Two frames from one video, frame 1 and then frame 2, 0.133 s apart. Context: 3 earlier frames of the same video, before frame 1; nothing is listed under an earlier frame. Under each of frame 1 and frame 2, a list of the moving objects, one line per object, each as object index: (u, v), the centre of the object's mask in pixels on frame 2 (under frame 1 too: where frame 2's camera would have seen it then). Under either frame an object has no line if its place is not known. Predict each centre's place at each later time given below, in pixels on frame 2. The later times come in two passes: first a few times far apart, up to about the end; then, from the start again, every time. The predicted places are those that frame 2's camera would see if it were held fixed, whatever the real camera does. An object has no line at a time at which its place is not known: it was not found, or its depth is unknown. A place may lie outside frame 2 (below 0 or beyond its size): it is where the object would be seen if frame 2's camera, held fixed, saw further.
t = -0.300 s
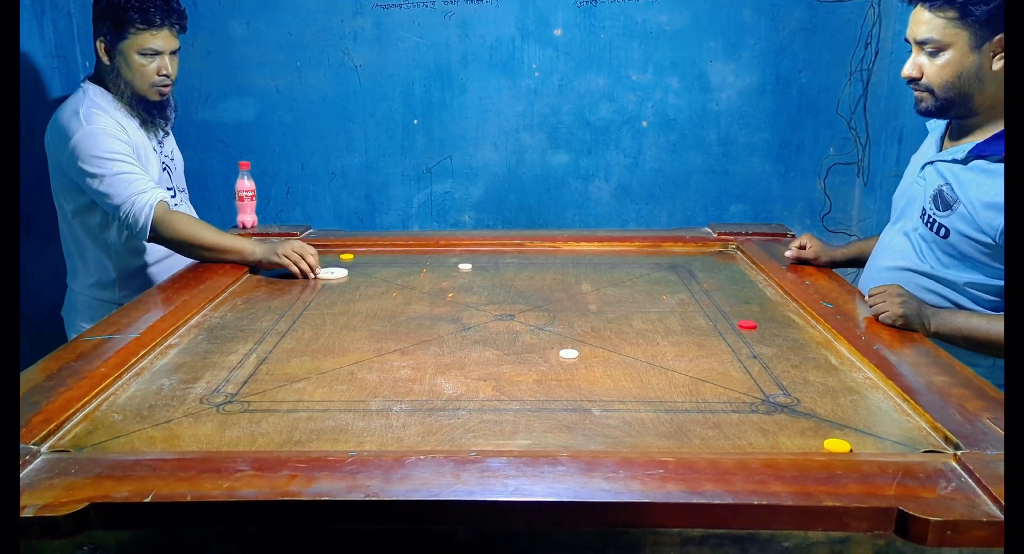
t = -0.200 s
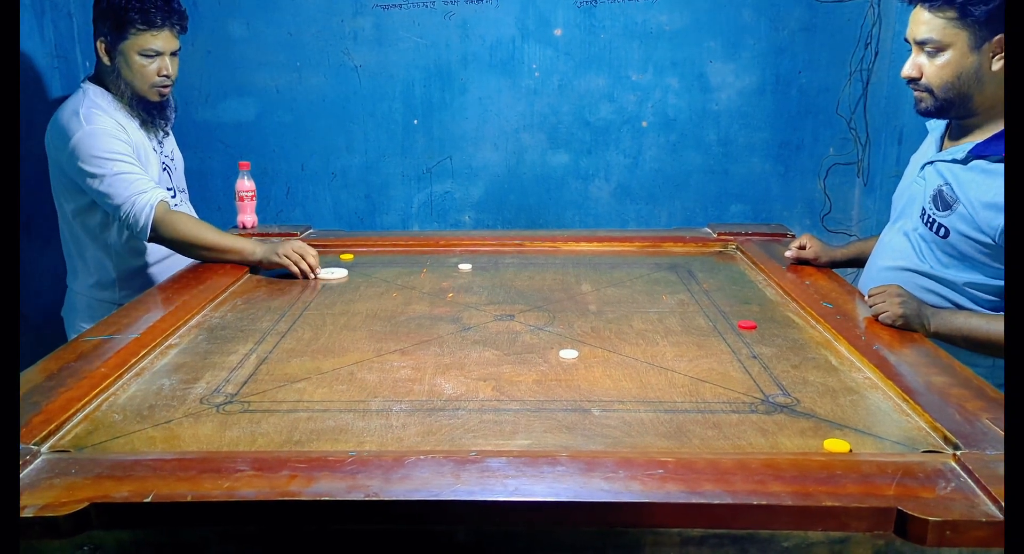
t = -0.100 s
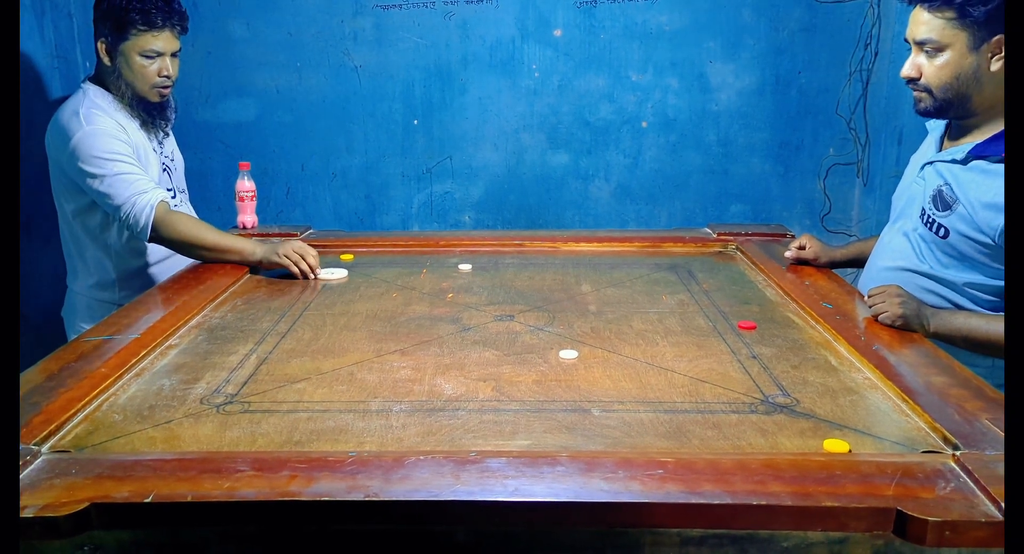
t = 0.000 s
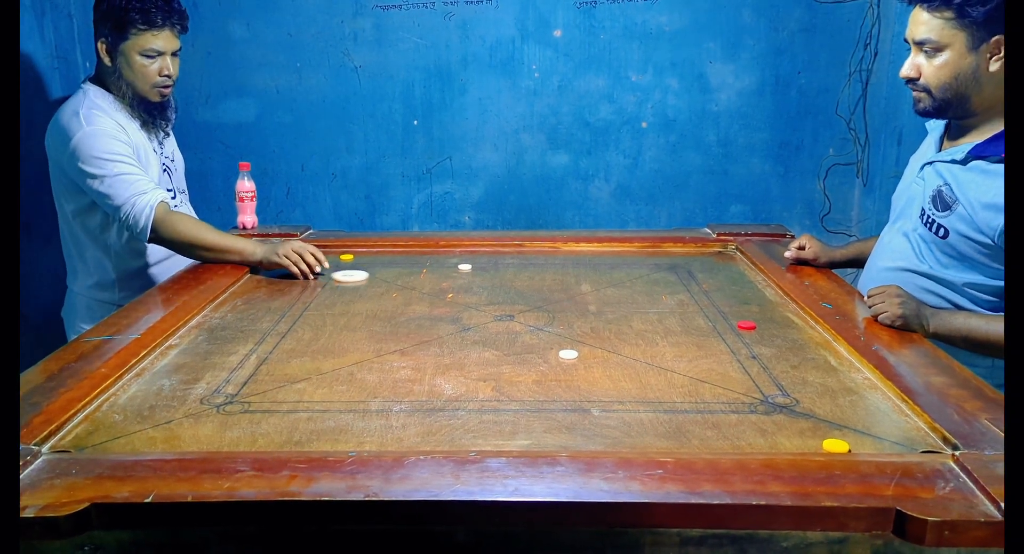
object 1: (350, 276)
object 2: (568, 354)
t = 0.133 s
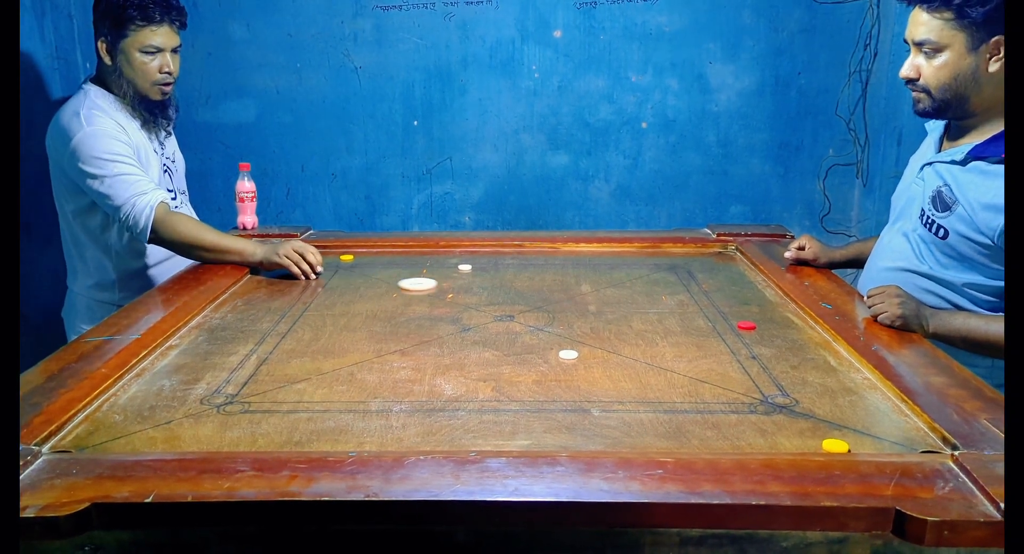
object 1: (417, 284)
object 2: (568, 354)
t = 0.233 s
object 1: (470, 290)
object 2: (568, 354)
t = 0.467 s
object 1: (597, 305)
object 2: (568, 354)
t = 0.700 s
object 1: (733, 321)
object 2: (568, 354)
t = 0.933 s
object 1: (771, 331)
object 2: (568, 354)
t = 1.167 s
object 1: (706, 338)
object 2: (568, 355)
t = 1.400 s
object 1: (645, 344)
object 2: (568, 354)
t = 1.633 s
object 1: (592, 349)
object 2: (560, 356)
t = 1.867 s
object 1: (554, 352)
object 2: (483, 371)
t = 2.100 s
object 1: (525, 354)
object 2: (410, 386)
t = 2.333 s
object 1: (506, 355)
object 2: (340, 399)
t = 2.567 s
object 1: (498, 356)
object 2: (277, 412)
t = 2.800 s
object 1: (496, 356)
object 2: (223, 423)
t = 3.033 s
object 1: (496, 357)
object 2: (173, 433)
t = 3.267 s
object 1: (497, 357)
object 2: (130, 441)
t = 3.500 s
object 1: (497, 357)
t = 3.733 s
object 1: (497, 357)
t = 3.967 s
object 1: (497, 357)
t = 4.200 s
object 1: (497, 357)
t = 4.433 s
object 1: (497, 357)
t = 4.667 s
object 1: (497, 357)
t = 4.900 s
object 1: (497, 357)
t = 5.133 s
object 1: (497, 357)
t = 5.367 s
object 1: (497, 357)
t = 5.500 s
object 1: (497, 357)
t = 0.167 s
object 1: (434, 285)
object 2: (568, 354)
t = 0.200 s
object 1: (452, 288)
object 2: (568, 354)
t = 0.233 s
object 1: (470, 290)
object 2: (568, 354)
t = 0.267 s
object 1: (487, 292)
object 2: (568, 354)
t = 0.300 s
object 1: (505, 294)
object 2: (568, 354)
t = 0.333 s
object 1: (523, 296)
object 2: (568, 354)
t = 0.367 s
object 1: (541, 298)
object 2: (568, 354)
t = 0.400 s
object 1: (560, 300)
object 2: (568, 354)
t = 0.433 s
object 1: (578, 303)
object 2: (568, 354)
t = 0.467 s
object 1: (597, 305)
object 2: (568, 354)
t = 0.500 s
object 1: (616, 307)
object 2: (568, 354)
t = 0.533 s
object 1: (636, 310)
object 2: (568, 354)
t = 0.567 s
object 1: (655, 312)
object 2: (568, 354)
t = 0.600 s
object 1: (675, 314)
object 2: (568, 354)
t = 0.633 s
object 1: (696, 317)
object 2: (568, 354)
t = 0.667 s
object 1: (716, 319)
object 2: (568, 354)
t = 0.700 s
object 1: (733, 321)
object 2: (568, 354)
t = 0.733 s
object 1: (750, 323)
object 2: (568, 354)
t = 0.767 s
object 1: (766, 324)
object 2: (568, 354)
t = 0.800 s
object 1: (783, 326)
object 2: (568, 354)
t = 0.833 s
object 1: (799, 328)
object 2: (568, 354)
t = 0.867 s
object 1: (791, 329)
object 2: (568, 354)
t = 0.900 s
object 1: (781, 330)
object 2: (568, 354)
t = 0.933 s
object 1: (771, 331)
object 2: (568, 354)
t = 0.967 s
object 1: (761, 332)
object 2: (568, 354)
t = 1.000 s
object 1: (752, 333)
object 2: (568, 354)
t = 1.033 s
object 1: (743, 334)
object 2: (568, 355)
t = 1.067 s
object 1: (733, 335)
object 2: (568, 355)
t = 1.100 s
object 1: (724, 336)
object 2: (568, 355)
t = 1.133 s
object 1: (714, 337)
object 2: (568, 355)
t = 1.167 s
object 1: (706, 338)
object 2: (568, 355)
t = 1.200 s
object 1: (697, 339)
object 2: (568, 355)
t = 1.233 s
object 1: (688, 340)
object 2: (568, 355)
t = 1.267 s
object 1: (679, 340)
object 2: (568, 354)
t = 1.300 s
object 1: (670, 341)
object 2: (568, 354)
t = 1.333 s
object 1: (662, 342)
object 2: (568, 354)
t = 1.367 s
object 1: (654, 343)
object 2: (568, 354)
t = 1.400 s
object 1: (645, 344)
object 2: (568, 354)
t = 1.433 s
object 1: (637, 345)
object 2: (568, 354)
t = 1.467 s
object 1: (629, 345)
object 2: (568, 354)
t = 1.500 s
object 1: (622, 346)
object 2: (568, 354)
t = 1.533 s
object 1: (614, 347)
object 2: (568, 354)
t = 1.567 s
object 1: (606, 348)
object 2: (568, 354)
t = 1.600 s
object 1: (598, 348)
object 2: (568, 354)
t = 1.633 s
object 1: (592, 349)
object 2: (560, 356)
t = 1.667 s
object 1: (586, 350)
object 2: (549, 358)
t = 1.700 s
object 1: (580, 350)
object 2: (538, 360)
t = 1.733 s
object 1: (575, 350)
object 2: (527, 362)
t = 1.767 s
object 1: (569, 351)
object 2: (516, 364)
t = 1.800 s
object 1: (564, 351)
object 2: (505, 367)
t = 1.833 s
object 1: (559, 352)
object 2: (494, 369)
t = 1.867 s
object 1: (554, 352)
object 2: (483, 371)
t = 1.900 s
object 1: (549, 352)
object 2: (473, 373)
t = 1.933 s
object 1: (545, 353)
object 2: (462, 375)
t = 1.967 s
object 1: (540, 353)
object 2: (452, 377)
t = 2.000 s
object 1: (536, 353)
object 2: (441, 379)
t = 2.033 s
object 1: (532, 353)
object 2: (431, 381)
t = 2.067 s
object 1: (528, 354)
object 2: (420, 383)
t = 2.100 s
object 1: (525, 354)
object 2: (410, 386)
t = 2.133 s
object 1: (522, 354)
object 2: (399, 387)
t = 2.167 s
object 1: (519, 354)
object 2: (389, 389)
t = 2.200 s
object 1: (516, 354)
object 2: (379, 391)
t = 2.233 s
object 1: (513, 355)
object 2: (369, 393)
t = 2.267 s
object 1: (510, 355)
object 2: (359, 395)
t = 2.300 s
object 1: (508, 355)
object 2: (350, 397)
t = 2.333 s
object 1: (506, 355)
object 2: (340, 399)
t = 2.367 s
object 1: (504, 355)
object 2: (331, 401)
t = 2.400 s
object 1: (503, 355)
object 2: (321, 403)
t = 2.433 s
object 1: (501, 355)
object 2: (312, 404)
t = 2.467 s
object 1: (500, 355)
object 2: (303, 407)
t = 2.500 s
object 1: (499, 356)
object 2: (294, 408)
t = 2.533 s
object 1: (498, 356)
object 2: (286, 410)
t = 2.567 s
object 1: (498, 356)
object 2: (277, 412)
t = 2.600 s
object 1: (497, 356)
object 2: (269, 414)
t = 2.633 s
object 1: (497, 356)
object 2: (261, 415)
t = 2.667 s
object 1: (497, 356)
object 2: (253, 417)
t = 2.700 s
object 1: (496, 356)
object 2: (245, 419)
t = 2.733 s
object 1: (496, 356)
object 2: (238, 420)
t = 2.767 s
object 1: (496, 356)
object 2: (230, 422)
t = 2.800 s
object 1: (496, 356)
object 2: (223, 423)
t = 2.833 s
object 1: (496, 356)
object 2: (215, 425)
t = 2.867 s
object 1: (496, 356)
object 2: (208, 426)
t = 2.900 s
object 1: (496, 357)
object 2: (200, 427)
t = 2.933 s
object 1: (496, 357)
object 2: (193, 429)
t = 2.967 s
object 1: (496, 357)
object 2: (186, 430)
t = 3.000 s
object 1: (496, 357)
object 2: (179, 432)
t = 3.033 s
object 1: (496, 357)
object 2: (173, 433)
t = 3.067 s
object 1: (496, 357)
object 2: (166, 434)
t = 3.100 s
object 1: (496, 357)
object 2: (159, 436)
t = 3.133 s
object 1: (496, 357)
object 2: (153, 437)
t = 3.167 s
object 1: (497, 357)
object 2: (147, 438)
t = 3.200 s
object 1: (497, 357)
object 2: (141, 439)
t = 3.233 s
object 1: (497, 357)
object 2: (136, 440)
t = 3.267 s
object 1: (497, 357)
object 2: (130, 441)
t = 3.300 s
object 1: (497, 357)
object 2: (125, 442)
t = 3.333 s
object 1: (497, 357)
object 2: (120, 443)
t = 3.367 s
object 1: (497, 357)
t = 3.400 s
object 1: (497, 357)
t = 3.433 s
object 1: (497, 357)
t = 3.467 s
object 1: (497, 357)
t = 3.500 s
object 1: (497, 357)
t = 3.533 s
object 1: (497, 357)
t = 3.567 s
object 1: (497, 357)
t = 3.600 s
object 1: (497, 357)
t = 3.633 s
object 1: (497, 357)
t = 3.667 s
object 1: (497, 357)
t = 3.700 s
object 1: (497, 357)
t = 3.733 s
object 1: (497, 357)
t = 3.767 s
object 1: (497, 357)
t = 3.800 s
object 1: (497, 357)
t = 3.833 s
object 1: (497, 357)
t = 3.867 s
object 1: (497, 357)
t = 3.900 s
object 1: (497, 357)
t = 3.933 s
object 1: (497, 357)
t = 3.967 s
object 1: (497, 357)
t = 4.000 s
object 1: (497, 357)
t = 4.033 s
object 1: (497, 357)
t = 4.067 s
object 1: (497, 357)
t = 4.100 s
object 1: (497, 357)
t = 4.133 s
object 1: (497, 357)
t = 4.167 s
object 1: (497, 357)
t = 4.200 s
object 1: (497, 357)
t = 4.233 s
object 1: (497, 357)
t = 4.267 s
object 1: (497, 357)
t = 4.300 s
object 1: (497, 357)
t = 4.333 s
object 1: (497, 357)
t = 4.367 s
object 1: (497, 357)
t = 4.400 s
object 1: (497, 357)
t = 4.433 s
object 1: (497, 357)
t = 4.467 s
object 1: (497, 357)
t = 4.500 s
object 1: (497, 357)
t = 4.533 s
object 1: (497, 357)
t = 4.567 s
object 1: (497, 357)
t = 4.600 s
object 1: (497, 357)
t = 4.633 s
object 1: (497, 357)
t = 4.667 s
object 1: (497, 357)
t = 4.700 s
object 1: (497, 357)
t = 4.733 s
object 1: (497, 357)
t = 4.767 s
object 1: (497, 357)
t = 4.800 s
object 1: (497, 357)
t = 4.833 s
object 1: (497, 357)
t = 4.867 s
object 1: (497, 357)
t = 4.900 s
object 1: (497, 357)
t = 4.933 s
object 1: (497, 357)
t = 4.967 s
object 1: (497, 357)
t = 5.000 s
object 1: (497, 357)
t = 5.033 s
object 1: (497, 357)
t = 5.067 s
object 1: (497, 357)
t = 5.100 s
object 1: (497, 357)
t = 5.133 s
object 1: (497, 357)
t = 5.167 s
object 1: (497, 357)
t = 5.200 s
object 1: (497, 357)
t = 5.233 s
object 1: (497, 357)
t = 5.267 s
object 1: (497, 357)
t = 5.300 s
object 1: (497, 357)
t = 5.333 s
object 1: (497, 357)
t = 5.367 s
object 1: (497, 357)
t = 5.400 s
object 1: (497, 357)
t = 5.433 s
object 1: (497, 357)
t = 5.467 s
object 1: (497, 357)
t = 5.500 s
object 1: (497, 357)
